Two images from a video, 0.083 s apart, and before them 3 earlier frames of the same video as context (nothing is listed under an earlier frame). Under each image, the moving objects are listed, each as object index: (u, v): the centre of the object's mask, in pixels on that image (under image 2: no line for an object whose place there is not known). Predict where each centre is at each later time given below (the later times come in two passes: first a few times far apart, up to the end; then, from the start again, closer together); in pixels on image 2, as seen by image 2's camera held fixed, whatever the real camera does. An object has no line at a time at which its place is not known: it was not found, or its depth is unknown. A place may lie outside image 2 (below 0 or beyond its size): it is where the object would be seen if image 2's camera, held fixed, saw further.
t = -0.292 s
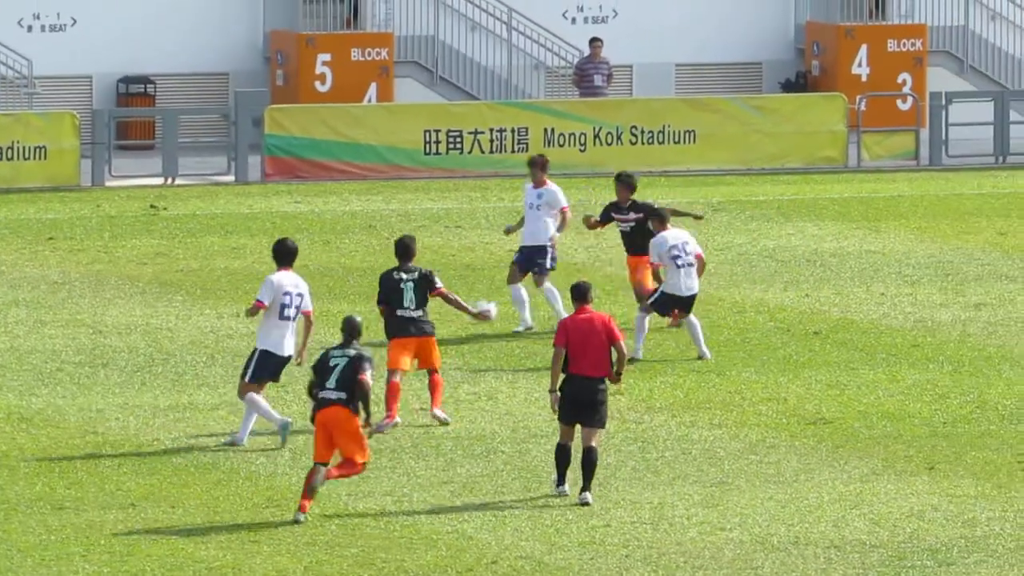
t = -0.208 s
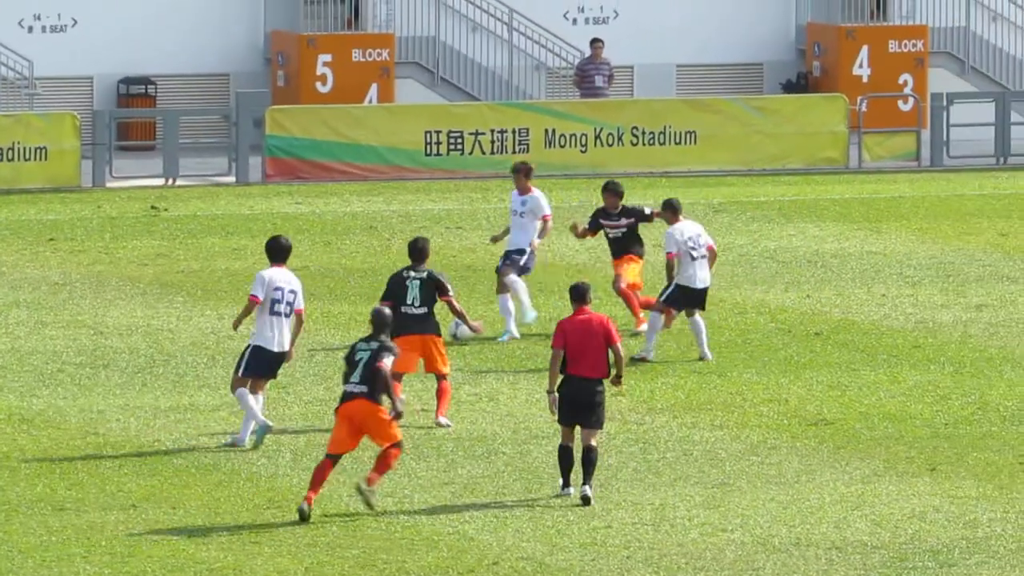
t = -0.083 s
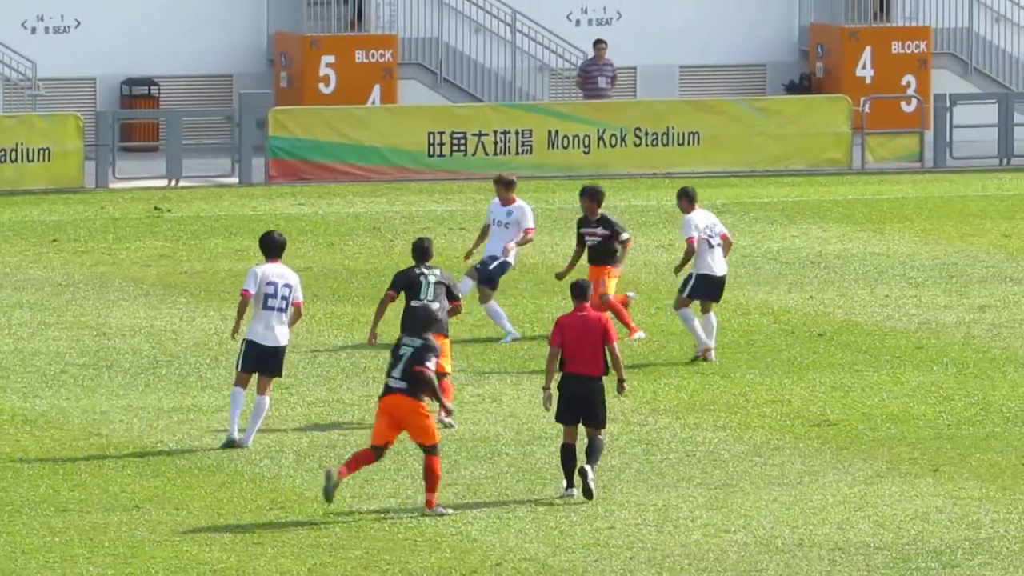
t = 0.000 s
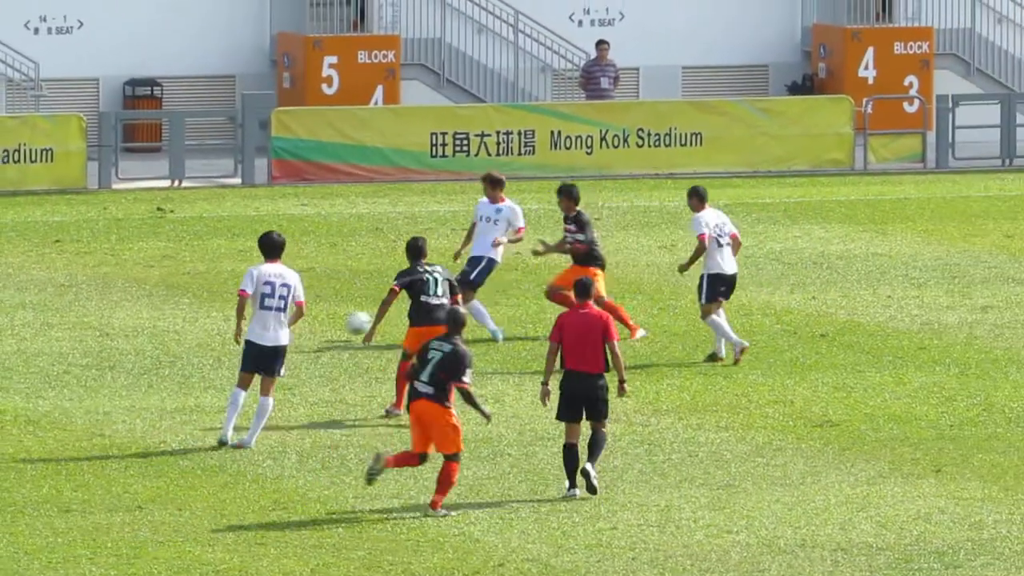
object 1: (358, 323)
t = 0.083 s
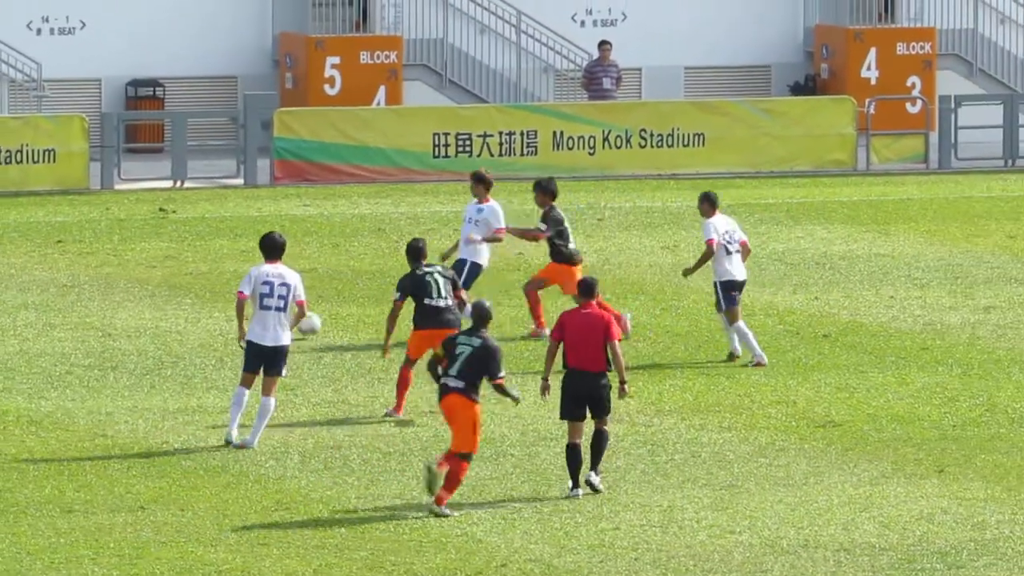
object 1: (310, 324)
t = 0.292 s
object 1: (203, 308)
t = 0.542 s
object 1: (87, 313)
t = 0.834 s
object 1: (-43, 317)
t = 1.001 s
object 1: (-113, 313)
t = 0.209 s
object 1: (248, 309)
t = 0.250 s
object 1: (224, 308)
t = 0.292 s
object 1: (203, 308)
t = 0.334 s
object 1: (183, 310)
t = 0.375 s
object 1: (162, 315)
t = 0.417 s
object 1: (141, 321)
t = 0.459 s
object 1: (122, 320)
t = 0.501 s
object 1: (105, 315)
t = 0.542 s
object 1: (87, 313)
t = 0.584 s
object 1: (68, 312)
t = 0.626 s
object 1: (50, 314)
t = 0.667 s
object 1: (32, 317)
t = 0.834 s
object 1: (-43, 317)
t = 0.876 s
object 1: (-61, 319)
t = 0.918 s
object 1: (-78, 316)
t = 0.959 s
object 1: (-96, 314)
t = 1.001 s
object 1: (-113, 313)
